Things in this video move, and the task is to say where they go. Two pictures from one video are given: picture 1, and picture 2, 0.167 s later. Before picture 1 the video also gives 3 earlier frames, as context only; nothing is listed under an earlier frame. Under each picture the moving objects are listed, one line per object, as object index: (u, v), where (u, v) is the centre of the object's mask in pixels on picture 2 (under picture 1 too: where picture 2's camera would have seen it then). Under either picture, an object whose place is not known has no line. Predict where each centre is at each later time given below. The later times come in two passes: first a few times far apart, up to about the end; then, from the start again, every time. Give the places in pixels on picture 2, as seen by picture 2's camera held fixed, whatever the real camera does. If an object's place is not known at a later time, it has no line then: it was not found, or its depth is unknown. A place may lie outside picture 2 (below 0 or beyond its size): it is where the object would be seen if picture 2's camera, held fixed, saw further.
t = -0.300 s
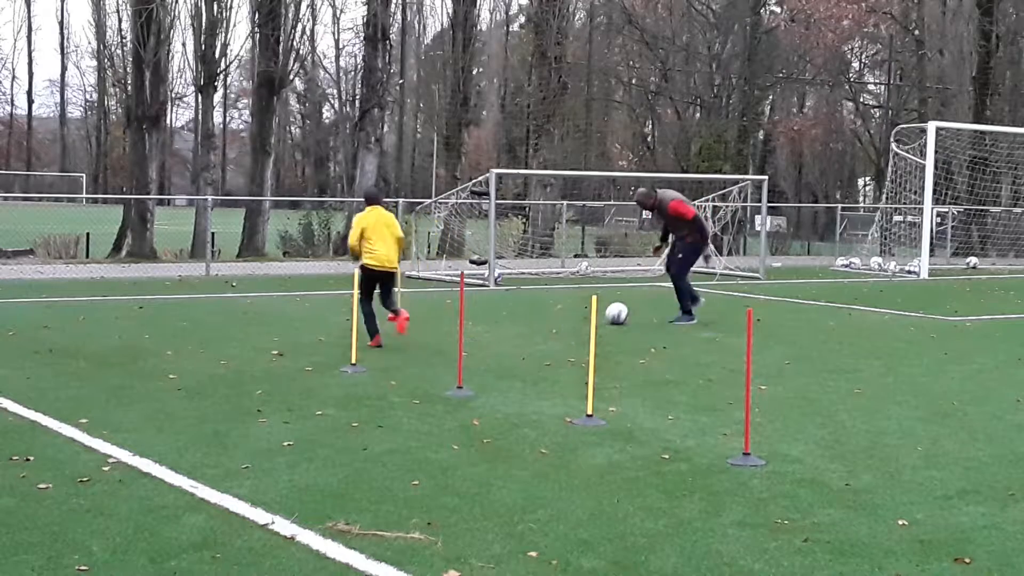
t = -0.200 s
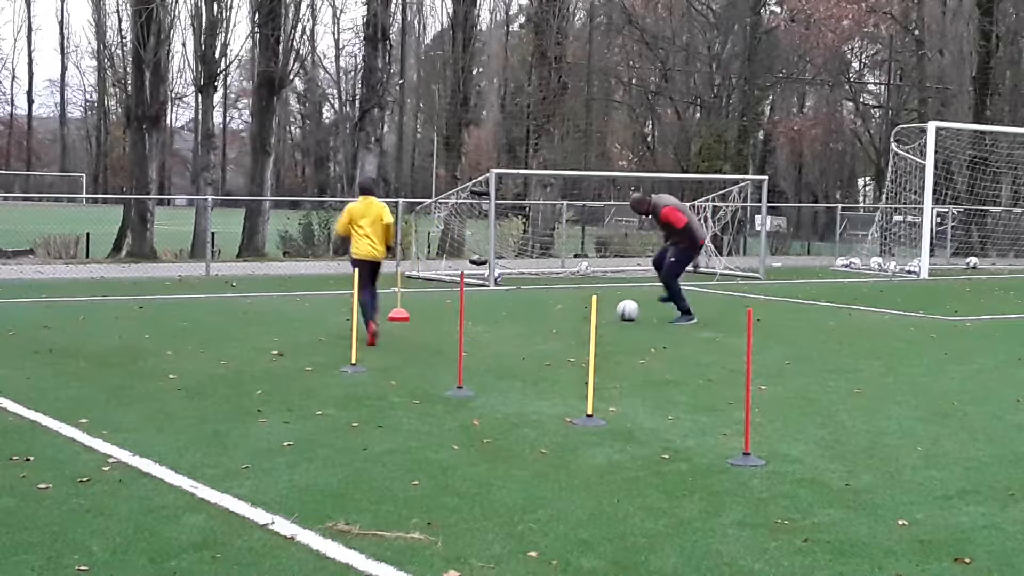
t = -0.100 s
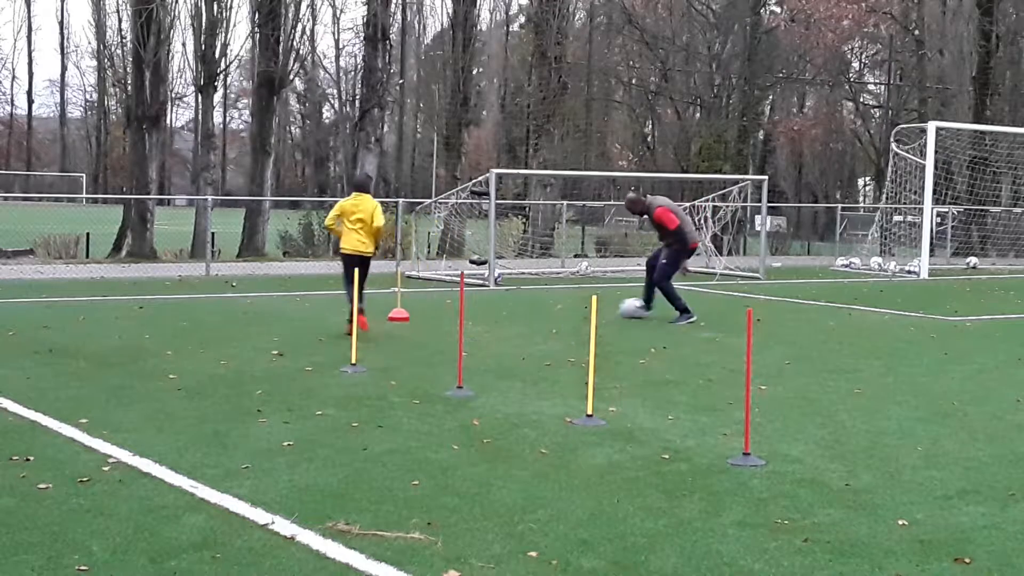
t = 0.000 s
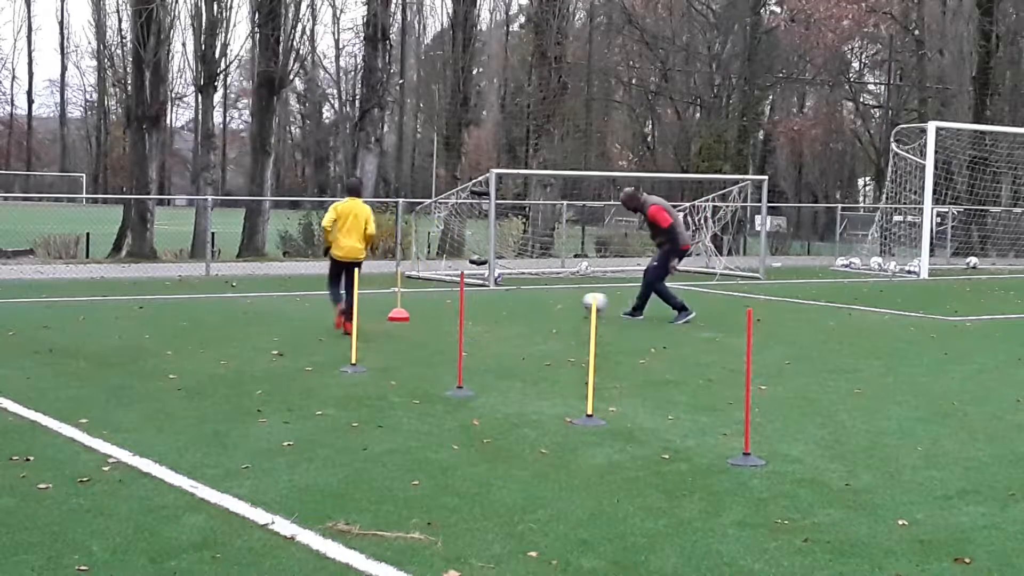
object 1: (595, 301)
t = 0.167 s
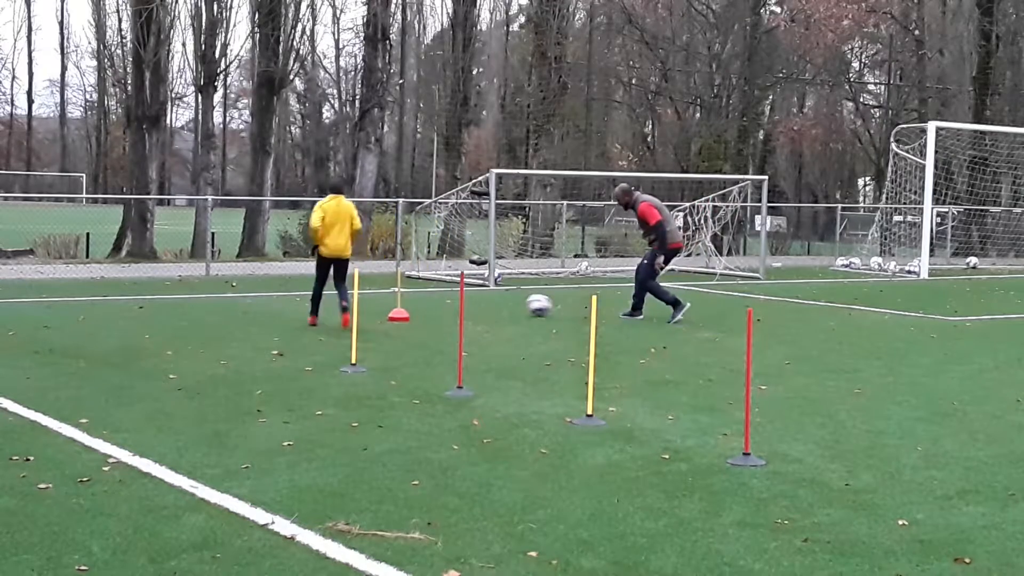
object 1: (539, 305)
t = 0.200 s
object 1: (530, 304)
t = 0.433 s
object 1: (465, 304)
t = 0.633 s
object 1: (412, 302)
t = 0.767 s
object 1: (375, 302)
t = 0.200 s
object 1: (530, 304)
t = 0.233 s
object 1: (519, 304)
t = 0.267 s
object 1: (510, 305)
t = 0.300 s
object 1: (500, 305)
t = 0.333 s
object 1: (492, 304)
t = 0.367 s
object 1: (482, 303)
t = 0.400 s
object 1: (474, 304)
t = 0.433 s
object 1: (465, 304)
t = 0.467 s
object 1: (451, 303)
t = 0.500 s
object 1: (445, 302)
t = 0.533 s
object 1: (437, 302)
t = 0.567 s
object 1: (428, 303)
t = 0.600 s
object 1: (419, 303)
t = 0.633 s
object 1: (412, 302)
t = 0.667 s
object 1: (403, 301)
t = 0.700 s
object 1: (391, 302)
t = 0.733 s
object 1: (384, 303)
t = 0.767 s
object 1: (375, 302)
